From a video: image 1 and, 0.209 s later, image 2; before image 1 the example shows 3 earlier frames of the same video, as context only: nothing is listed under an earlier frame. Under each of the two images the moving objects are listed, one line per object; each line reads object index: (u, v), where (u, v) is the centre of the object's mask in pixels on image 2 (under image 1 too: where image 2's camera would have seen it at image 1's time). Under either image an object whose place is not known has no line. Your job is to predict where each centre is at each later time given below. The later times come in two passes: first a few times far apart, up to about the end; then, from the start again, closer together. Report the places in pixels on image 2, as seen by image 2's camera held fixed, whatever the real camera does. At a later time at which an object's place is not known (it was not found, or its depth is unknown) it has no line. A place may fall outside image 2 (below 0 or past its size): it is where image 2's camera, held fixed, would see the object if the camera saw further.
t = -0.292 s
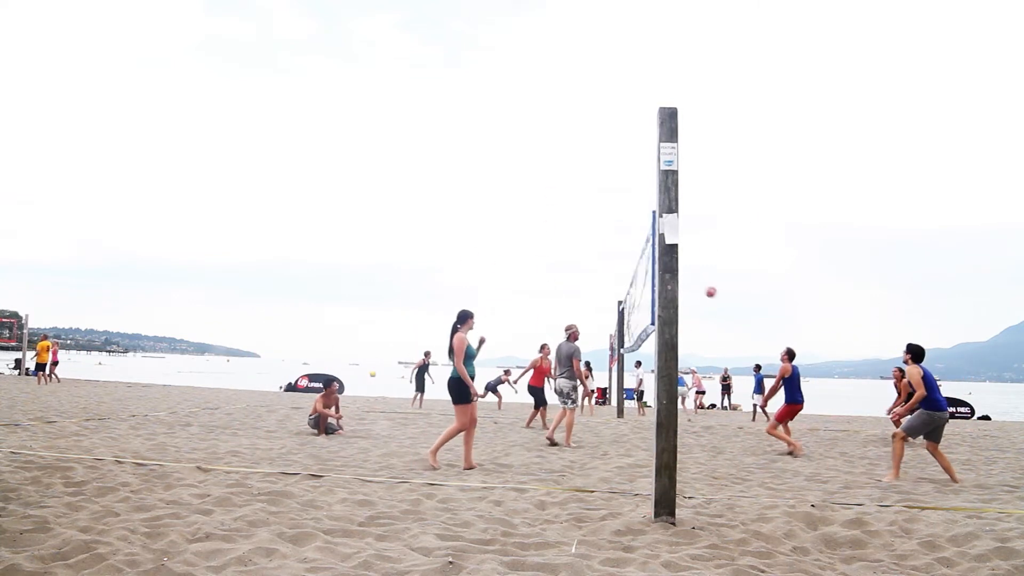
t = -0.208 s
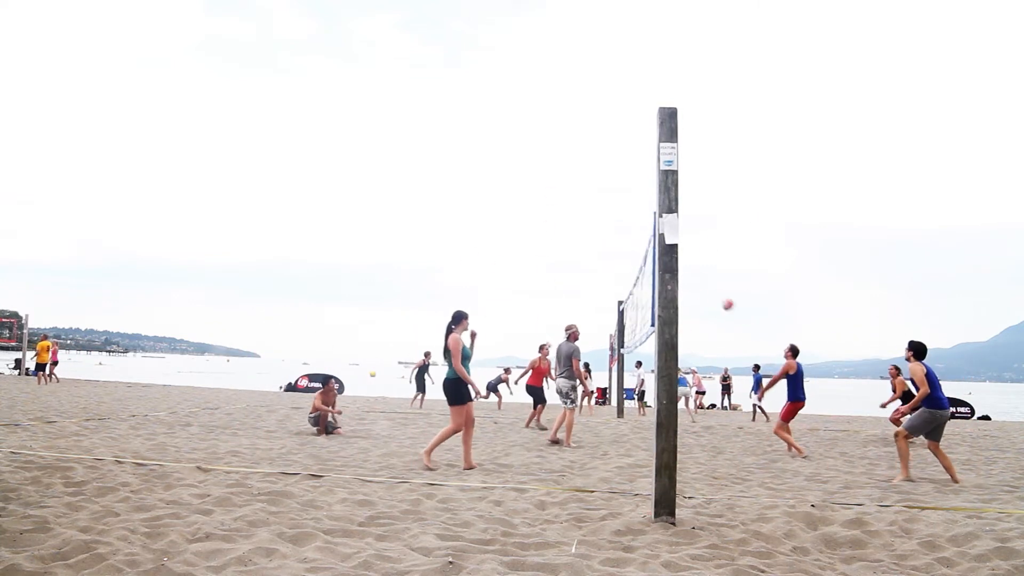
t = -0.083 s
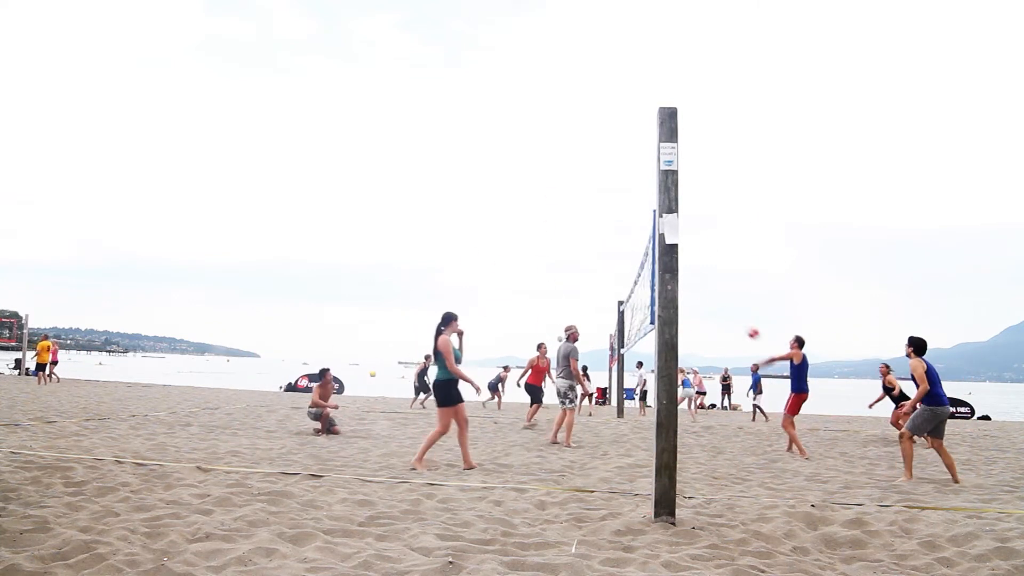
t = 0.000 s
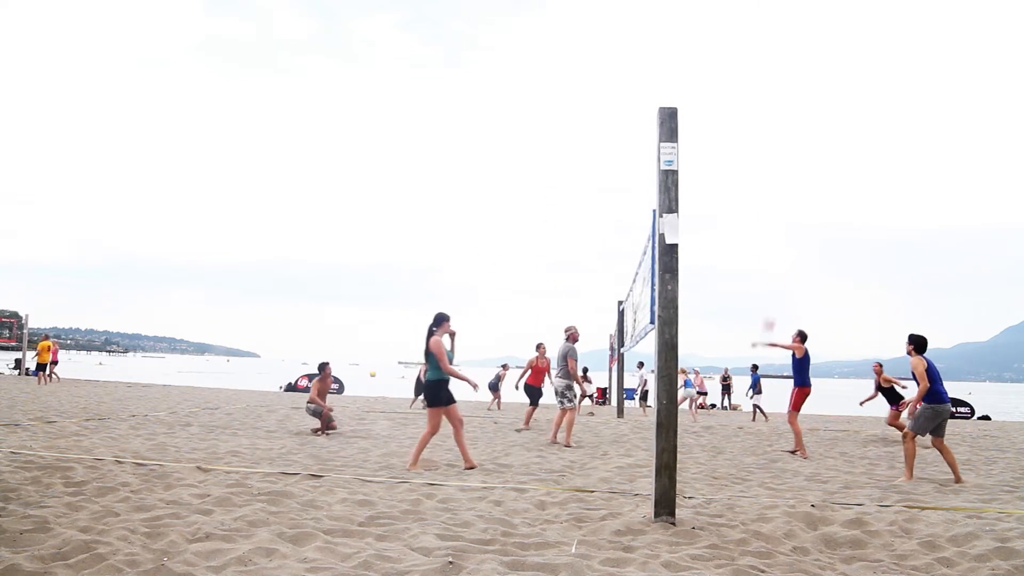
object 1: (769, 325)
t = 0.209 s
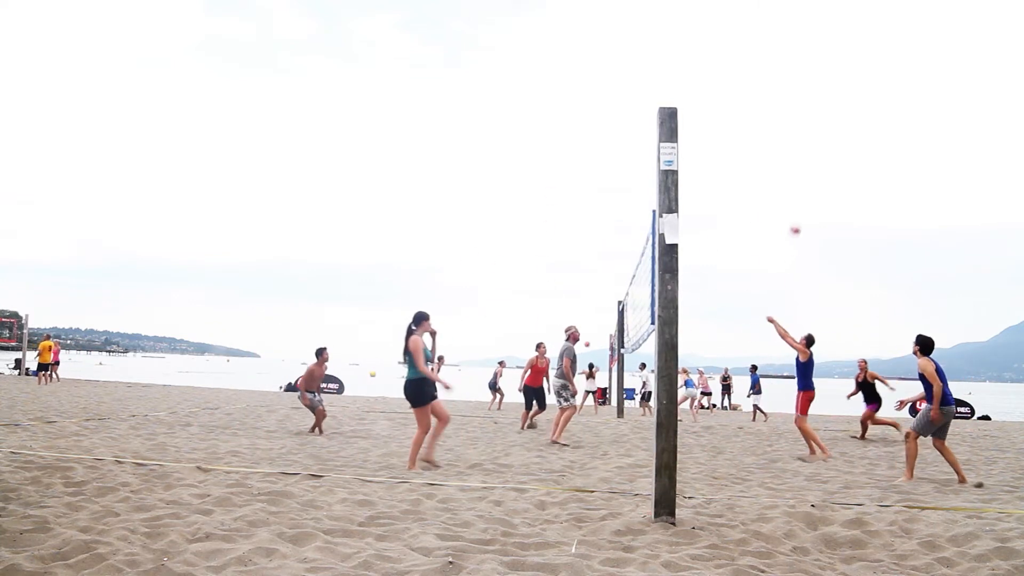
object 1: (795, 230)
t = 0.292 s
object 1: (805, 201)
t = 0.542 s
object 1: (834, 142)
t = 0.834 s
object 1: (869, 123)
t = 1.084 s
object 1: (900, 147)
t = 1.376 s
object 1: (935, 225)
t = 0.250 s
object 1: (800, 215)
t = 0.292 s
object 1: (805, 201)
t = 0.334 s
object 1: (810, 188)
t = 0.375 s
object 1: (815, 177)
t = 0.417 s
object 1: (820, 166)
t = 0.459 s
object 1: (825, 157)
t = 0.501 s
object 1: (829, 149)
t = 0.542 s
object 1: (834, 142)
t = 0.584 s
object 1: (839, 136)
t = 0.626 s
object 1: (844, 131)
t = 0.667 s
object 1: (849, 127)
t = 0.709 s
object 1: (854, 125)
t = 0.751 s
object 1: (859, 123)
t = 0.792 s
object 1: (864, 122)
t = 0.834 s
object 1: (869, 123)
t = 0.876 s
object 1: (874, 124)
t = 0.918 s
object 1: (879, 127)
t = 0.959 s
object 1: (884, 130)
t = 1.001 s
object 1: (889, 135)
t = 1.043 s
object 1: (894, 141)
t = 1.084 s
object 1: (900, 147)
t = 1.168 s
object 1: (910, 164)
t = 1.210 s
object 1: (915, 174)
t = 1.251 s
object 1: (920, 185)
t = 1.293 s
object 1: (925, 197)
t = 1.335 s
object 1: (931, 210)
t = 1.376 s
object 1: (935, 225)
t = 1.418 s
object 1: (941, 239)
